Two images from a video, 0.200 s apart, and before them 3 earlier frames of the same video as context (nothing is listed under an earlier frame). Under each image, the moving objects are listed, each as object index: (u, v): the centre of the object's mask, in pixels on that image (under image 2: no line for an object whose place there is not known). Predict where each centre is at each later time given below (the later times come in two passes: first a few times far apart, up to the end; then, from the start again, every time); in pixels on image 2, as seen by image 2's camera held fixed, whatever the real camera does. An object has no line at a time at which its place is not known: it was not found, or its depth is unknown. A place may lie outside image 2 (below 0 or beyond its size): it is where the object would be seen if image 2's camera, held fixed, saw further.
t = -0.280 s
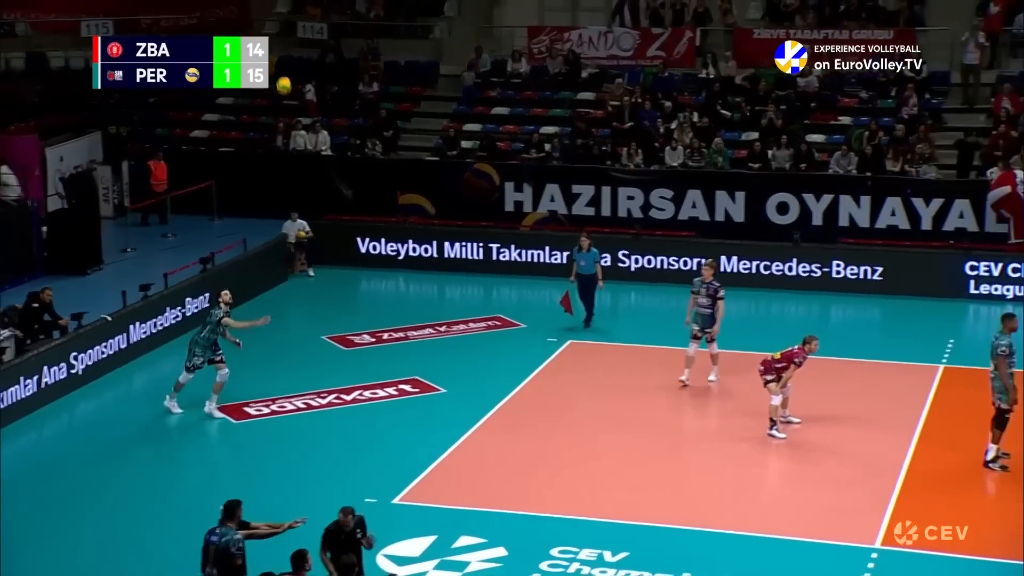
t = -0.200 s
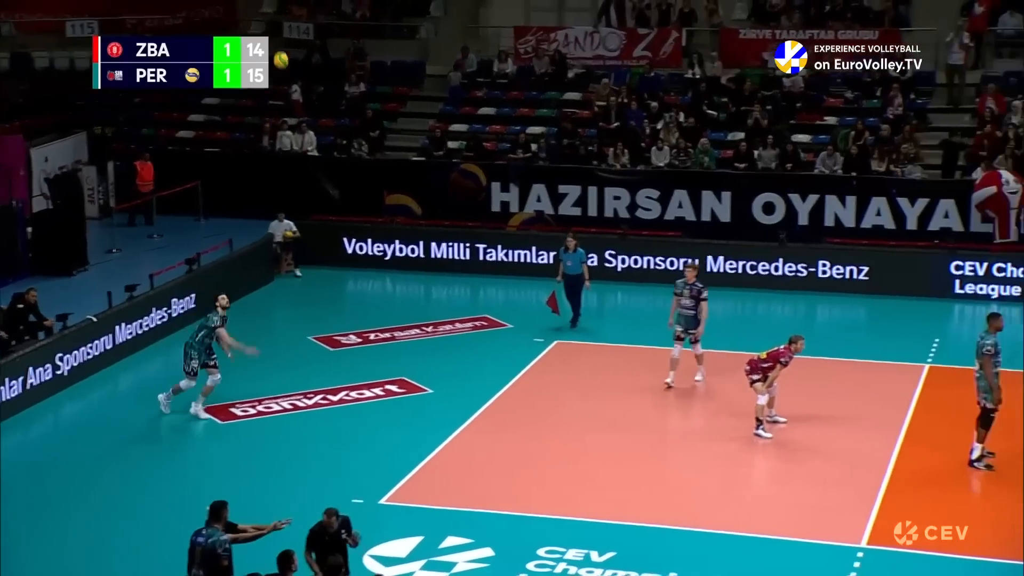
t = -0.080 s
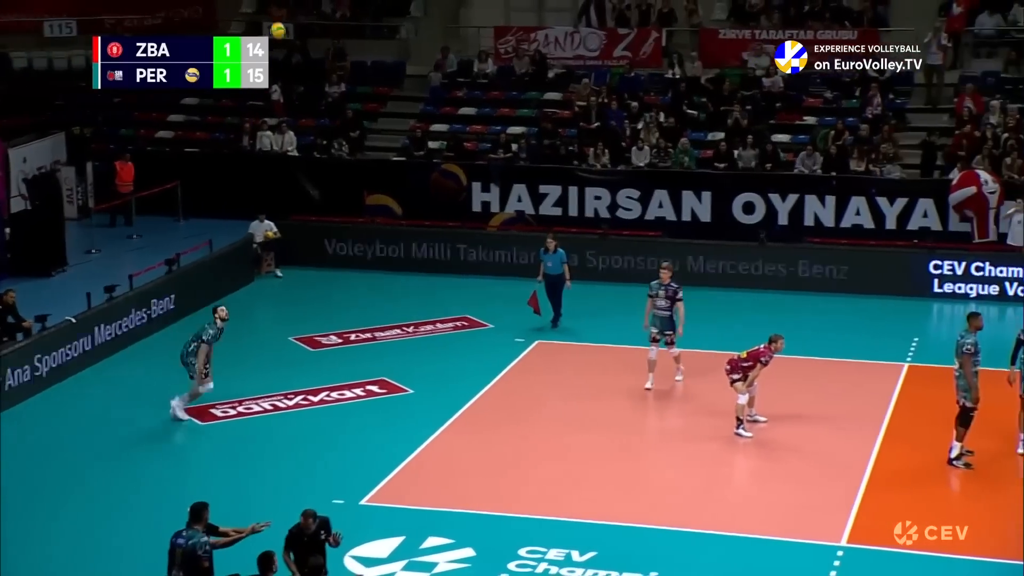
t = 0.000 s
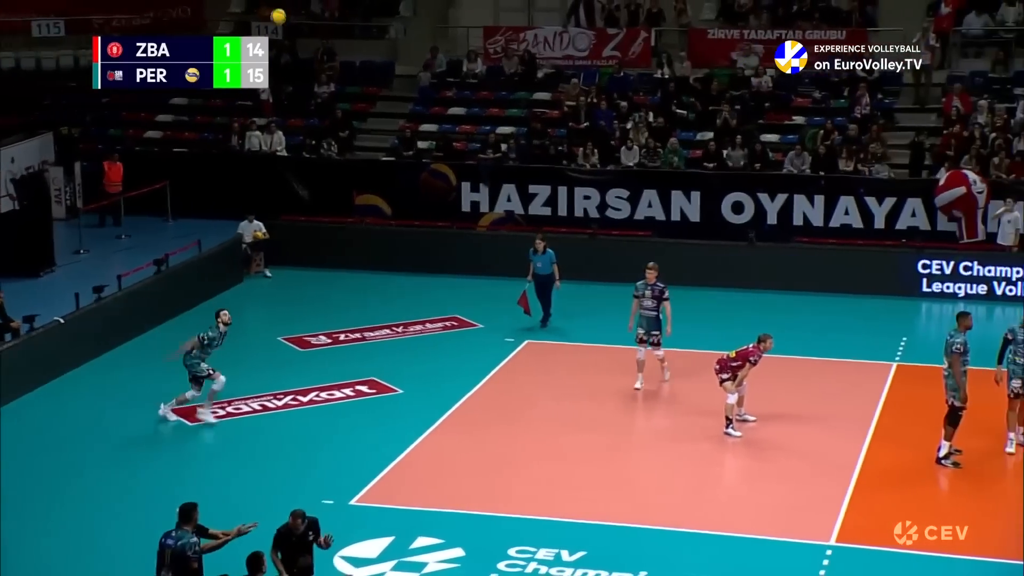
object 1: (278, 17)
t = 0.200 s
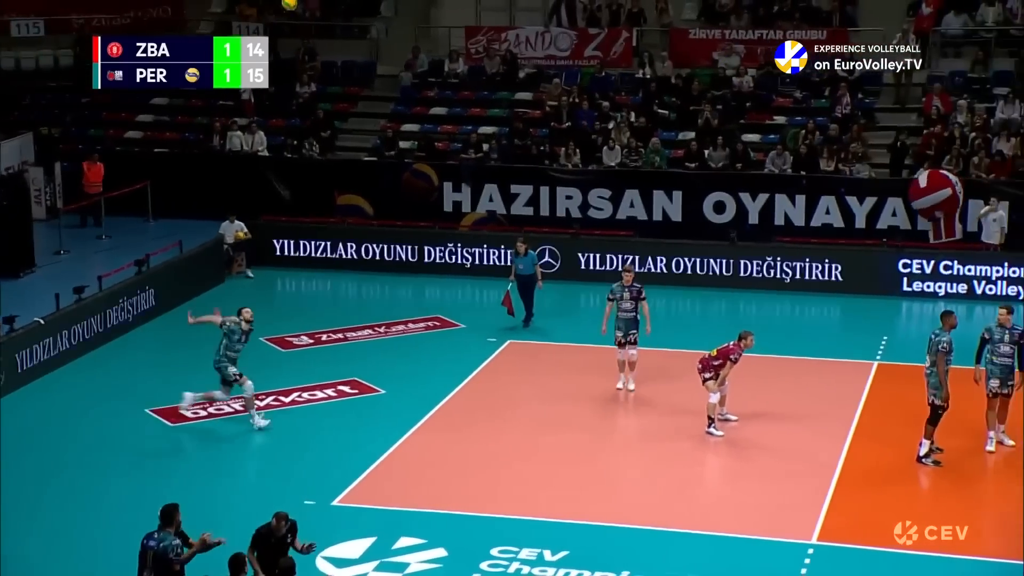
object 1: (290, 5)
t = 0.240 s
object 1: (296, 5)
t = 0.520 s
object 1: (339, 41)
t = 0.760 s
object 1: (375, 115)
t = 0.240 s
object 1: (296, 5)
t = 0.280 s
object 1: (302, 6)
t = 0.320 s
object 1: (308, 8)
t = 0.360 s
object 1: (314, 12)
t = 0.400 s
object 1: (320, 18)
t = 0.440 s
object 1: (327, 24)
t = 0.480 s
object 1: (333, 32)
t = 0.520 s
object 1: (339, 41)
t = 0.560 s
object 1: (345, 50)
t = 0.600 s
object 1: (351, 61)
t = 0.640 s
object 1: (357, 73)
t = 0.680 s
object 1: (363, 86)
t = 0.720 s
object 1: (369, 100)
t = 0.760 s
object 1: (375, 115)
